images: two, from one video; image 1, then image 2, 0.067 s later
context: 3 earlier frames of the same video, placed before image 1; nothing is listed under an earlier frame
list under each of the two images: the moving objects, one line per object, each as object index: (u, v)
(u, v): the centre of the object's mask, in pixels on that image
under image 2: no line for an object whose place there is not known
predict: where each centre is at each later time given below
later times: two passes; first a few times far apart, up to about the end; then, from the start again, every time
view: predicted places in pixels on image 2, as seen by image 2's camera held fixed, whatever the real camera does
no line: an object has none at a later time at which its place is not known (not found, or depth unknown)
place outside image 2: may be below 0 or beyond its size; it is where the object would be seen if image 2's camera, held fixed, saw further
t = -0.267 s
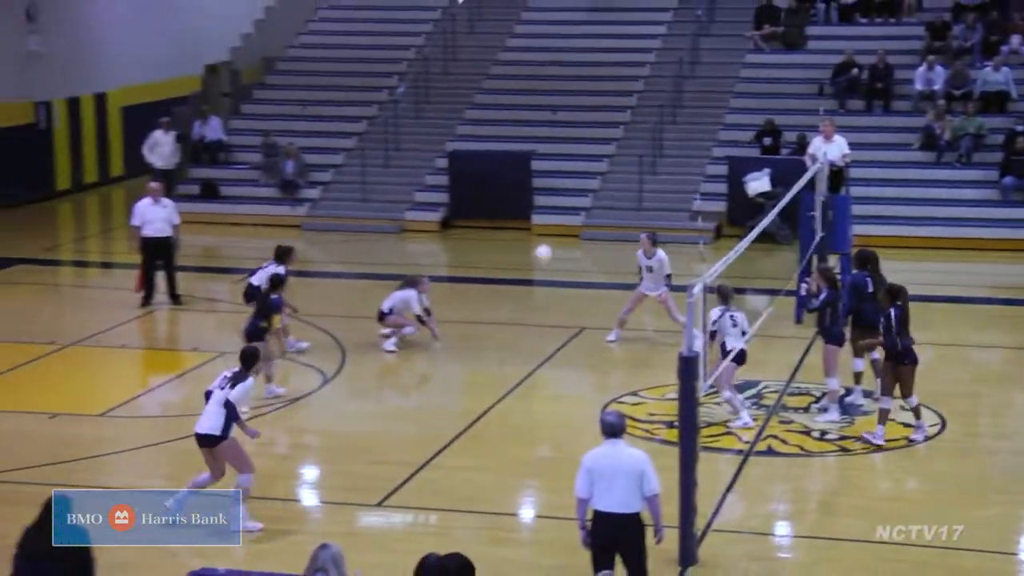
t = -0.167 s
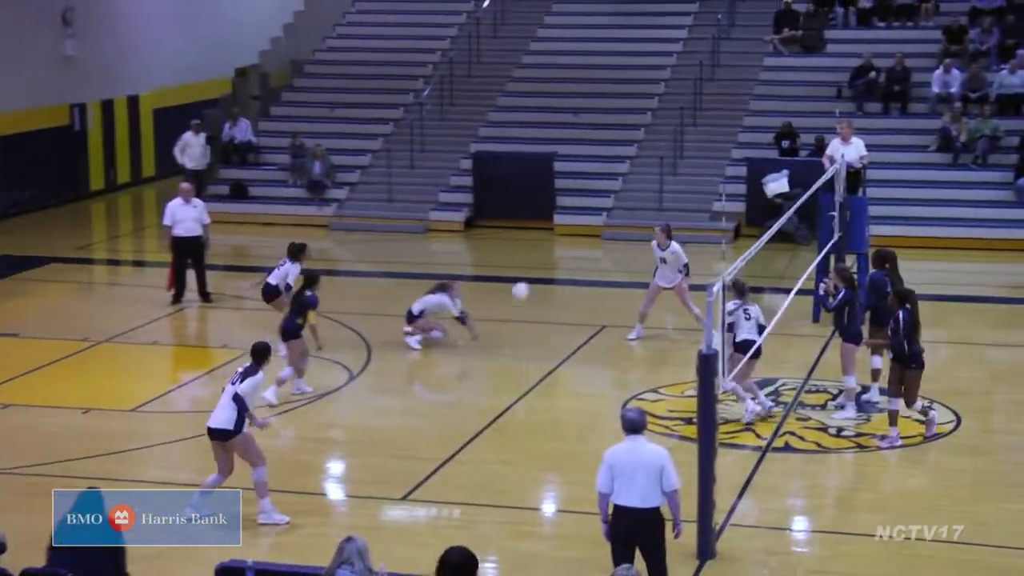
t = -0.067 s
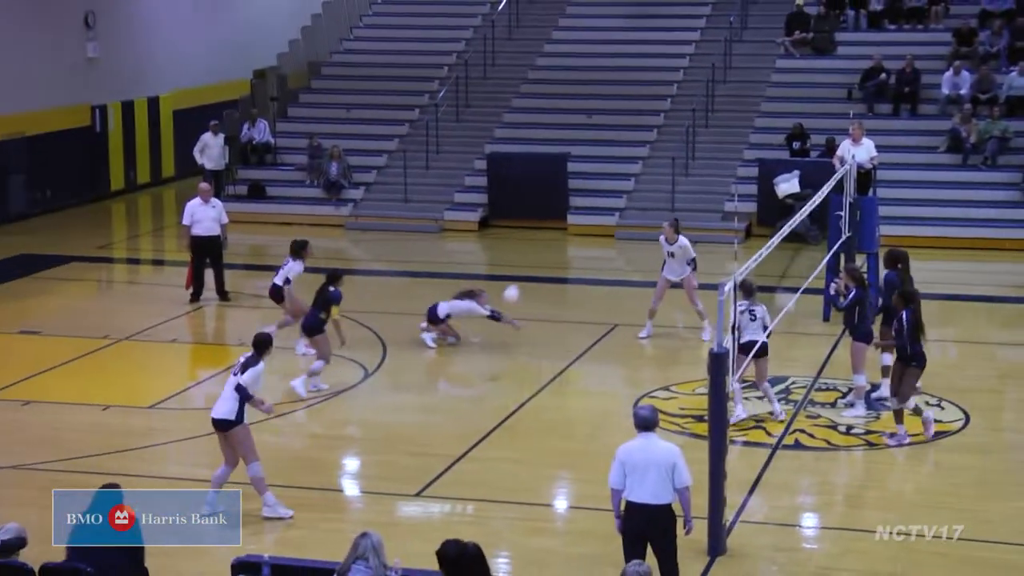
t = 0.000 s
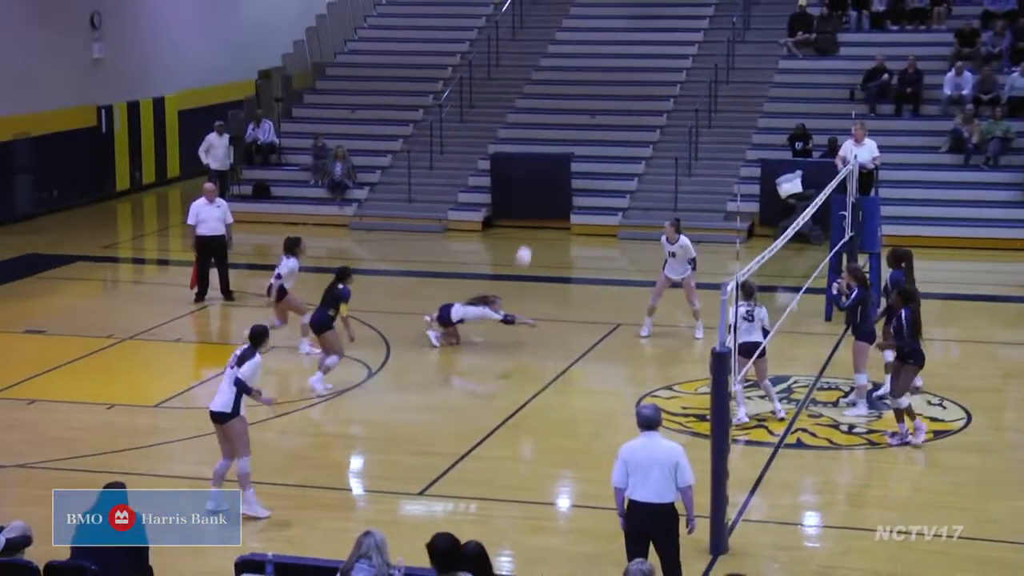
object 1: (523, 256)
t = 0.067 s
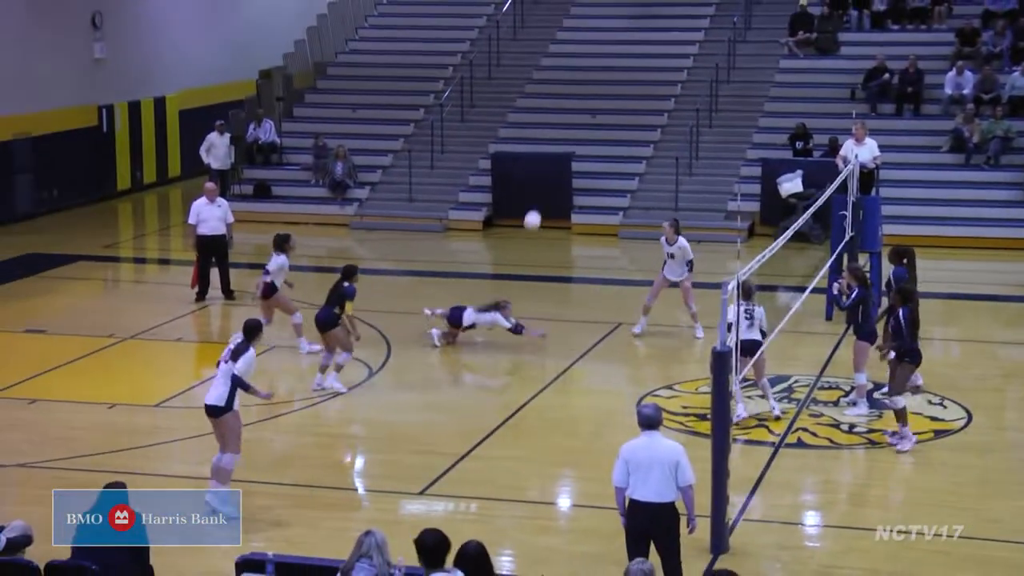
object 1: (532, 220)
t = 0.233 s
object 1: (552, 145)
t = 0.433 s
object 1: (574, 79)
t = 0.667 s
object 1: (599, 40)
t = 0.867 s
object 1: (619, 41)
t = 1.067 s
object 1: (639, 74)
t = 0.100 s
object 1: (536, 204)
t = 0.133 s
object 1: (540, 188)
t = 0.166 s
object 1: (544, 173)
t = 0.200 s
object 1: (548, 159)
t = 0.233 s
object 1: (552, 145)
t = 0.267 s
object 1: (556, 132)
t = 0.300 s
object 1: (560, 119)
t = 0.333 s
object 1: (563, 108)
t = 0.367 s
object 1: (567, 98)
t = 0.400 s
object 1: (571, 88)
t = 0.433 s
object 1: (574, 79)
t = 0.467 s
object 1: (578, 71)
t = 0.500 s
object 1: (582, 63)
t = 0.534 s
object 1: (585, 57)
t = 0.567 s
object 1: (588, 52)
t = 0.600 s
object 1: (592, 47)
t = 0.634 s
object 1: (596, 43)
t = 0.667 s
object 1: (599, 40)
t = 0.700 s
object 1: (602, 38)
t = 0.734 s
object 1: (606, 36)
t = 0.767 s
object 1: (609, 36)
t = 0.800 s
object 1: (613, 37)
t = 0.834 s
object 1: (616, 38)
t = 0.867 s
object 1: (619, 41)
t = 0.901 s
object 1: (623, 44)
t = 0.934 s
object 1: (626, 48)
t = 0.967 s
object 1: (629, 54)
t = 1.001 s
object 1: (633, 60)
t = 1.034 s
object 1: (636, 66)
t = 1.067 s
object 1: (639, 74)
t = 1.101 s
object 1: (643, 84)
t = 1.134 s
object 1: (646, 93)
